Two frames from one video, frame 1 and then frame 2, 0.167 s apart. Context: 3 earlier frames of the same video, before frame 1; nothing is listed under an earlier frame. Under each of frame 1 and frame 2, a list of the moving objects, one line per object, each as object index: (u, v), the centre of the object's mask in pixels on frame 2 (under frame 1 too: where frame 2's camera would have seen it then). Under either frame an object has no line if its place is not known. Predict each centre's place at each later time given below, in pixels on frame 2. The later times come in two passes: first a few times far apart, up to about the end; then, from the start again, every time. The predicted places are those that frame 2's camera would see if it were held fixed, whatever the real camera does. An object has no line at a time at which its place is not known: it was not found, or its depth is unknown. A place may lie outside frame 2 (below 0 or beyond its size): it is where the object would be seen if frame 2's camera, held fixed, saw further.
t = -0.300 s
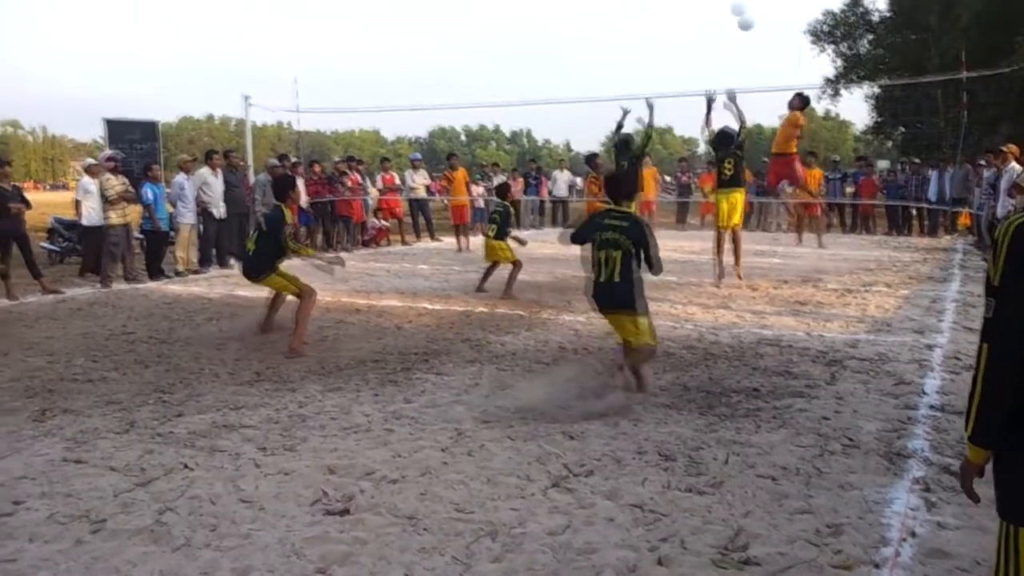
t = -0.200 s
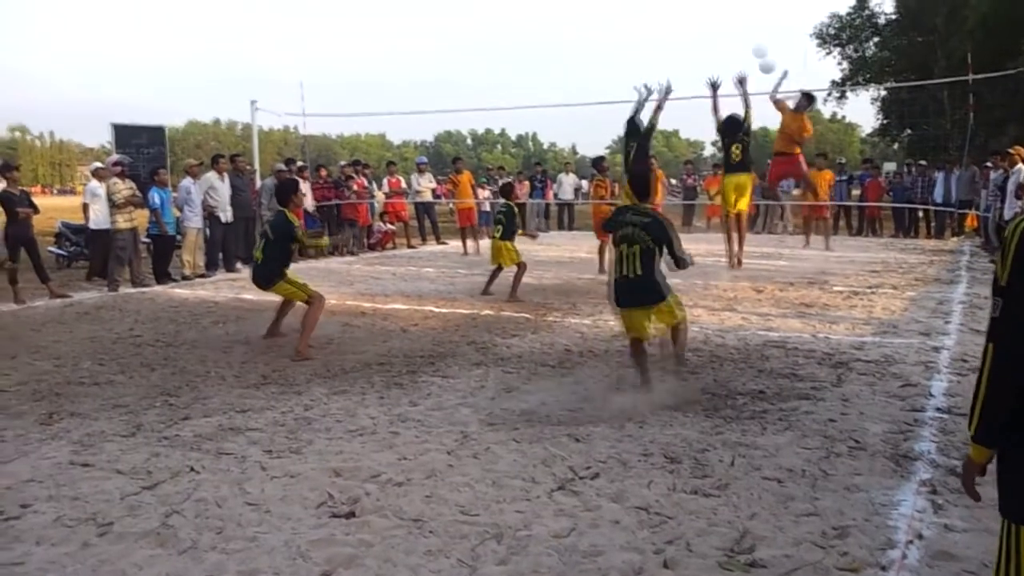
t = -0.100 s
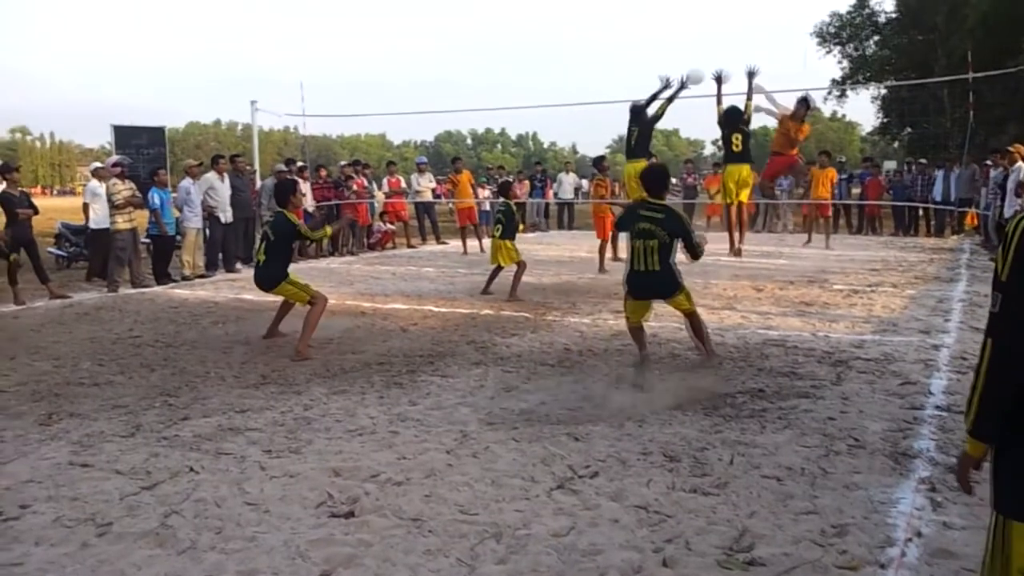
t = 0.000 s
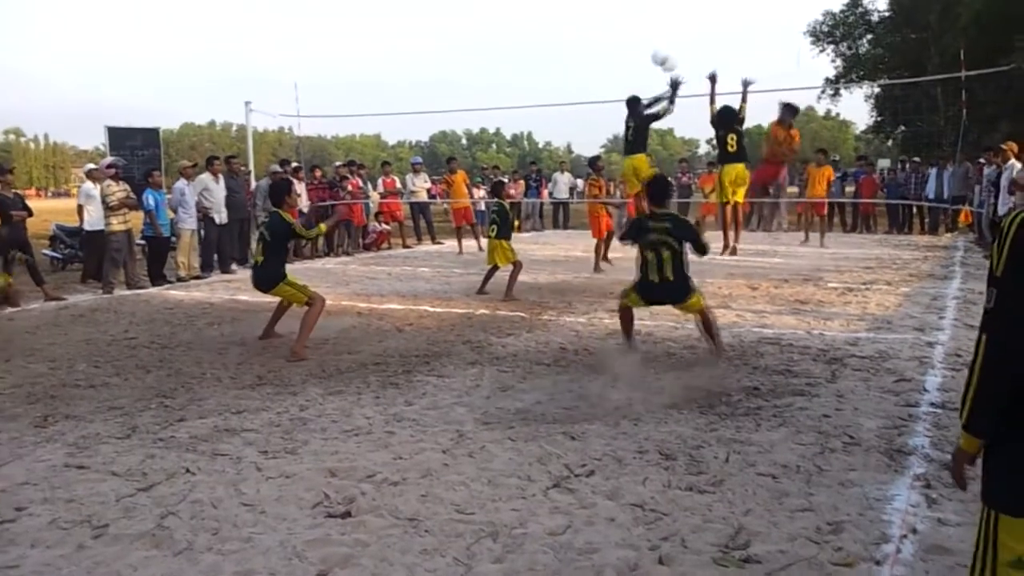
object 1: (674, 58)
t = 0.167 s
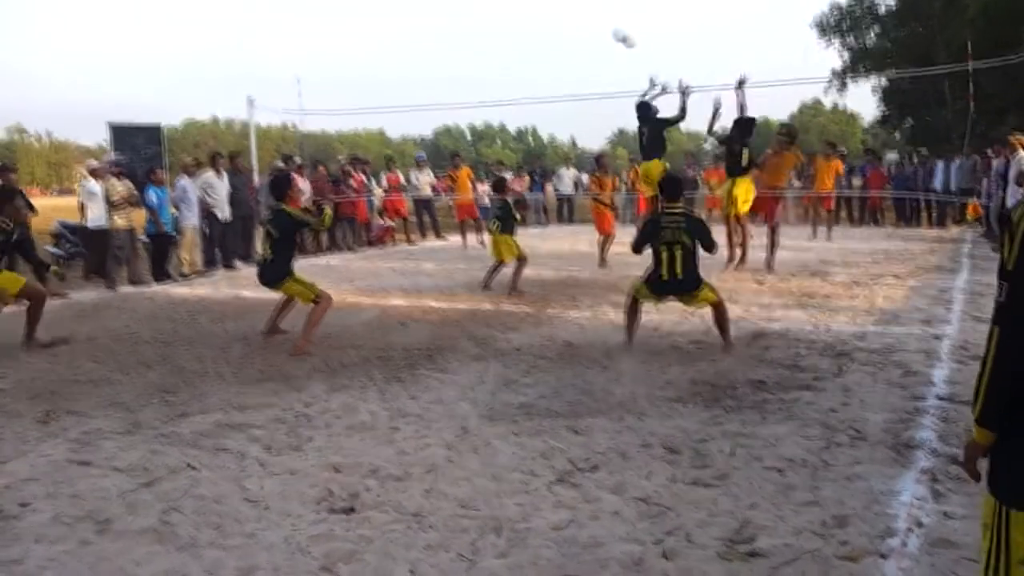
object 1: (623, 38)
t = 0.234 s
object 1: (607, 37)
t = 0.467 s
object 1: (556, 63)
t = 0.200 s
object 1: (622, 39)
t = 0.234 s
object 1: (607, 37)
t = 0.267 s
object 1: (599, 38)
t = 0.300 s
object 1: (590, 40)
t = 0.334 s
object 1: (587, 41)
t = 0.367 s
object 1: (579, 46)
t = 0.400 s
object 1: (570, 51)
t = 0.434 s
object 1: (564, 56)
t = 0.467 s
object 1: (556, 63)
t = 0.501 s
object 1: (549, 70)
